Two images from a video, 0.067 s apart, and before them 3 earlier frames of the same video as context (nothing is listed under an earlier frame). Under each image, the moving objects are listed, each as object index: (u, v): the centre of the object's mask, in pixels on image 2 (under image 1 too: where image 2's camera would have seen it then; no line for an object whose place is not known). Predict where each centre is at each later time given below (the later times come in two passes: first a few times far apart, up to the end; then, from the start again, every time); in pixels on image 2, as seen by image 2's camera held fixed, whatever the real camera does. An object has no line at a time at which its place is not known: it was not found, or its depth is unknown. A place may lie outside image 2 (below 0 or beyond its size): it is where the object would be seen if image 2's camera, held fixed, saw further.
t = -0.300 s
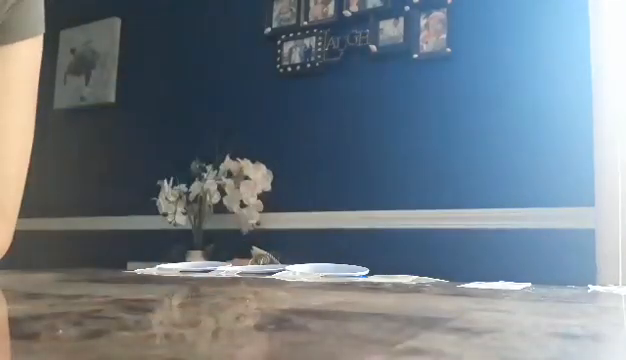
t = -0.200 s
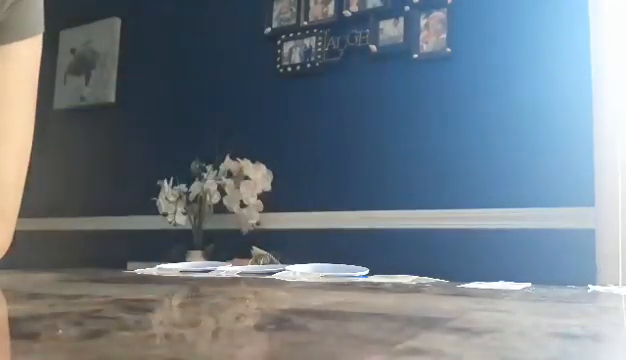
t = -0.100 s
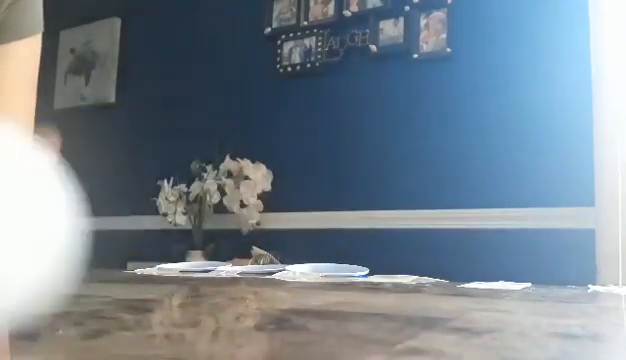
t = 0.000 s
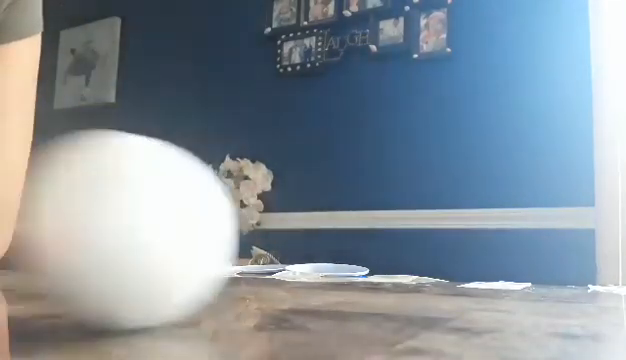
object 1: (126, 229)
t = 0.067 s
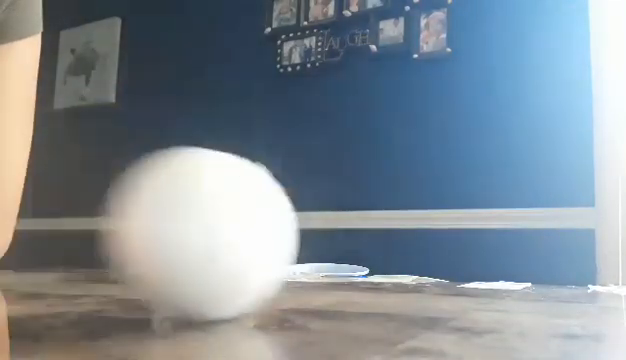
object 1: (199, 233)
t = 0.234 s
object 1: (330, 236)
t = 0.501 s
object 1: (445, 243)
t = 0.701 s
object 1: (492, 245)
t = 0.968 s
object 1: (542, 247)
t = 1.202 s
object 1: (572, 258)
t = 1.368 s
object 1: (599, 280)
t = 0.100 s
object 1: (233, 233)
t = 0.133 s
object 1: (262, 235)
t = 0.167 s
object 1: (287, 236)
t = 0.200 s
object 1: (310, 236)
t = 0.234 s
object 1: (330, 236)
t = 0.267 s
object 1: (349, 237)
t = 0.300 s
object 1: (367, 239)
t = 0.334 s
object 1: (383, 240)
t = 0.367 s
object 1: (398, 240)
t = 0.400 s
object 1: (411, 241)
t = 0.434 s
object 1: (424, 242)
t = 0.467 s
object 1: (435, 242)
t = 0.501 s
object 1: (445, 243)
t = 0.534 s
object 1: (454, 243)
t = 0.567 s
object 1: (463, 244)
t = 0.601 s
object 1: (471, 244)
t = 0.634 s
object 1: (478, 244)
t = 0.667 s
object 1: (485, 245)
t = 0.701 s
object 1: (492, 245)
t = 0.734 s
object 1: (499, 245)
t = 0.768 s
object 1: (506, 245)
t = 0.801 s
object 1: (512, 246)
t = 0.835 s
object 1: (519, 246)
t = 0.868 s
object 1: (525, 246)
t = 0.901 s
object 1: (531, 247)
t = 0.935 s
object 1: (537, 247)
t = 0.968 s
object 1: (542, 247)
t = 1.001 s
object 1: (547, 247)
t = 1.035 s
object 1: (552, 248)
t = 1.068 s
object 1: (557, 251)
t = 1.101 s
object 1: (561, 252)
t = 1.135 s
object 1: (565, 253)
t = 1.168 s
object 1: (568, 256)
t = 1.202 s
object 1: (572, 258)
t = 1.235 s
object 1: (577, 261)
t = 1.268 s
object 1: (582, 263)
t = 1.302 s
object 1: (587, 265)
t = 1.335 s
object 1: (593, 279)
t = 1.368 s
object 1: (599, 280)
